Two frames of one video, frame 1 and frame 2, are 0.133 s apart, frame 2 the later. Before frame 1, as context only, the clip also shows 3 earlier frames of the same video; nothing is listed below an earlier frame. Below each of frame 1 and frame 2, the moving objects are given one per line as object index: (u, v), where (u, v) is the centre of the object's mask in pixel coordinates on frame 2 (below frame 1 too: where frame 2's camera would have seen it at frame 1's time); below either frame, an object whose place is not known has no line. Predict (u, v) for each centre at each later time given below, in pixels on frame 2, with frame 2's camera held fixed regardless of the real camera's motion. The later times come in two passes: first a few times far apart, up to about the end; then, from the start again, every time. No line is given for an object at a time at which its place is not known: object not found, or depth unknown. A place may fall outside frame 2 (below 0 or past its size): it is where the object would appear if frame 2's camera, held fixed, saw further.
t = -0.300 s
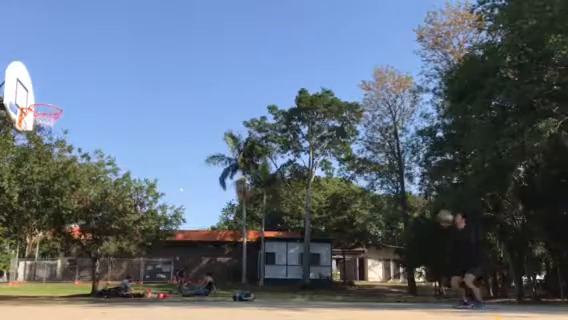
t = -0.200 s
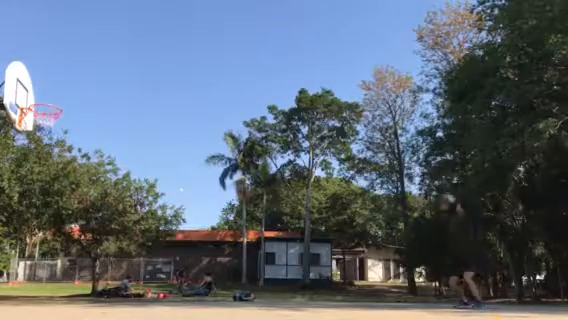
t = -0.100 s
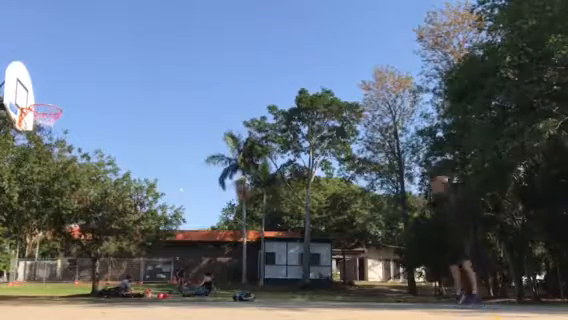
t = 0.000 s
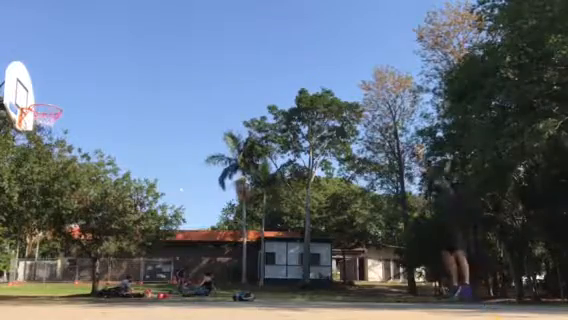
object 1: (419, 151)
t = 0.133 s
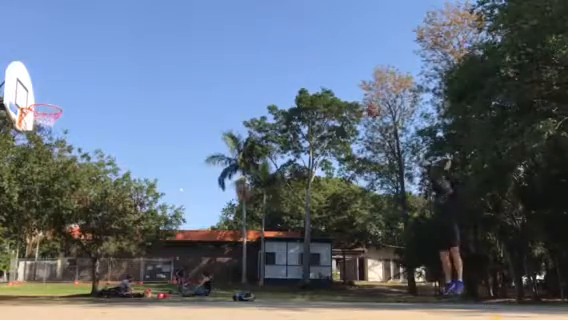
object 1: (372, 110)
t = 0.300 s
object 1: (321, 72)
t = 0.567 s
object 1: (242, 39)
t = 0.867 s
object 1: (152, 44)
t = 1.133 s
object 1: (66, 87)
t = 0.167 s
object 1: (363, 100)
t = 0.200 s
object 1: (353, 93)
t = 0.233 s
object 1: (342, 86)
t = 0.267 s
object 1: (331, 79)
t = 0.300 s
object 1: (321, 72)
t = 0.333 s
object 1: (312, 66)
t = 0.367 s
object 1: (302, 61)
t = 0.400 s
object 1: (292, 55)
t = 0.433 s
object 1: (282, 51)
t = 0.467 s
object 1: (272, 47)
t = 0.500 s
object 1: (263, 43)
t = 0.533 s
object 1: (252, 42)
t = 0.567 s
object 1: (242, 39)
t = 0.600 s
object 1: (232, 37)
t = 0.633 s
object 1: (223, 36)
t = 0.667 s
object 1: (213, 35)
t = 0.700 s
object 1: (203, 35)
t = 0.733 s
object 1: (193, 36)
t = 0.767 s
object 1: (183, 37)
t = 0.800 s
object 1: (173, 39)
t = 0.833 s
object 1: (162, 41)
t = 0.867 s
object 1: (152, 44)
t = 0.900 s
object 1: (141, 47)
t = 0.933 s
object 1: (131, 51)
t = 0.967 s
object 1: (120, 56)
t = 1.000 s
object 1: (109, 60)
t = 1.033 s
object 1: (98, 67)
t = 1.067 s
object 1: (88, 74)
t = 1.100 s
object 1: (76, 80)
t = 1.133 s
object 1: (66, 87)
